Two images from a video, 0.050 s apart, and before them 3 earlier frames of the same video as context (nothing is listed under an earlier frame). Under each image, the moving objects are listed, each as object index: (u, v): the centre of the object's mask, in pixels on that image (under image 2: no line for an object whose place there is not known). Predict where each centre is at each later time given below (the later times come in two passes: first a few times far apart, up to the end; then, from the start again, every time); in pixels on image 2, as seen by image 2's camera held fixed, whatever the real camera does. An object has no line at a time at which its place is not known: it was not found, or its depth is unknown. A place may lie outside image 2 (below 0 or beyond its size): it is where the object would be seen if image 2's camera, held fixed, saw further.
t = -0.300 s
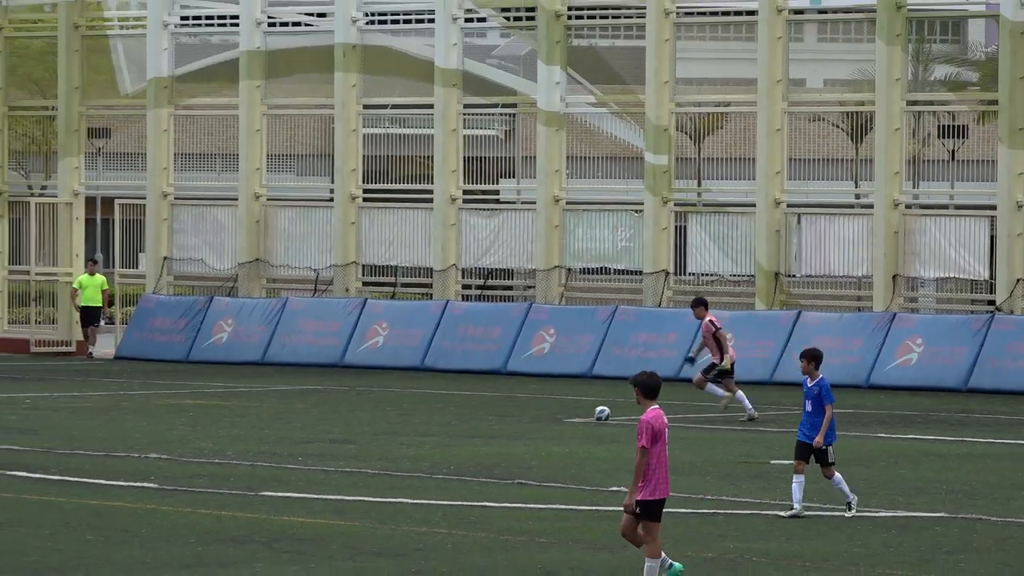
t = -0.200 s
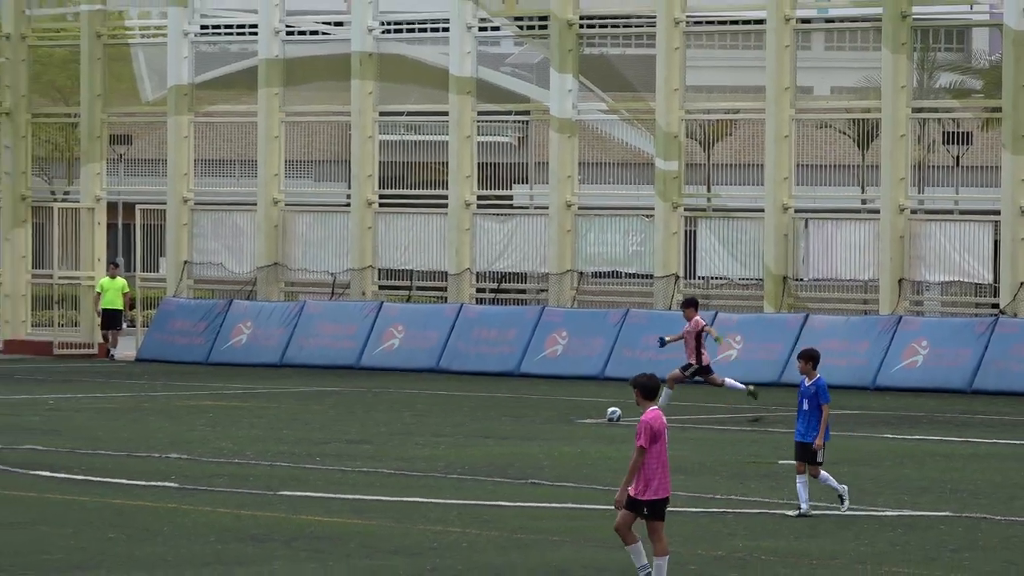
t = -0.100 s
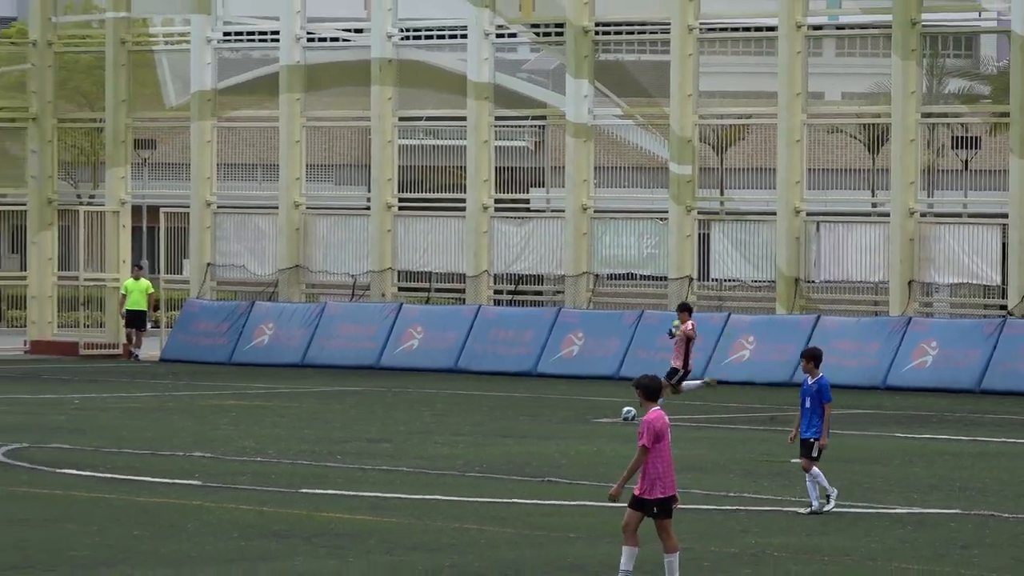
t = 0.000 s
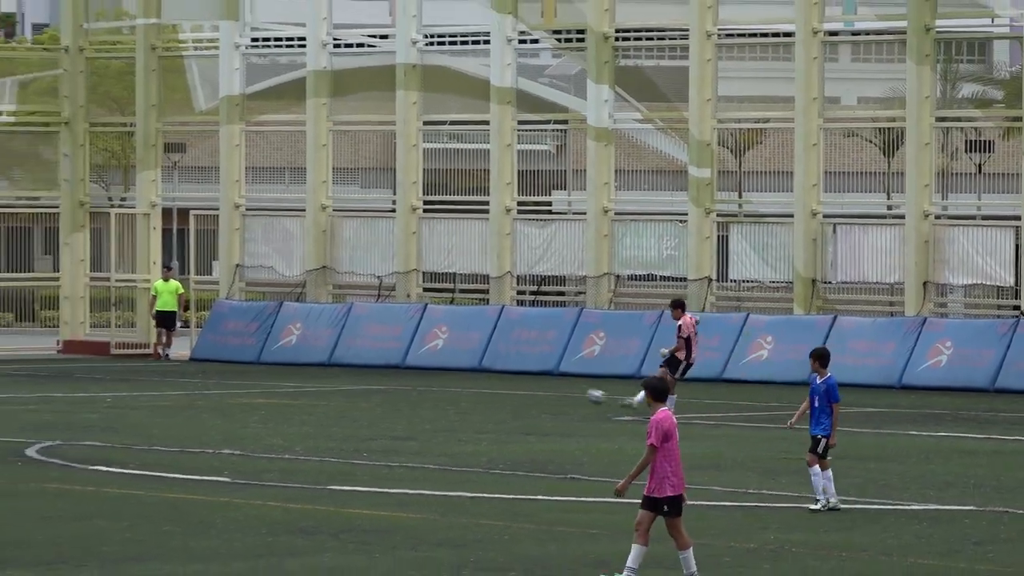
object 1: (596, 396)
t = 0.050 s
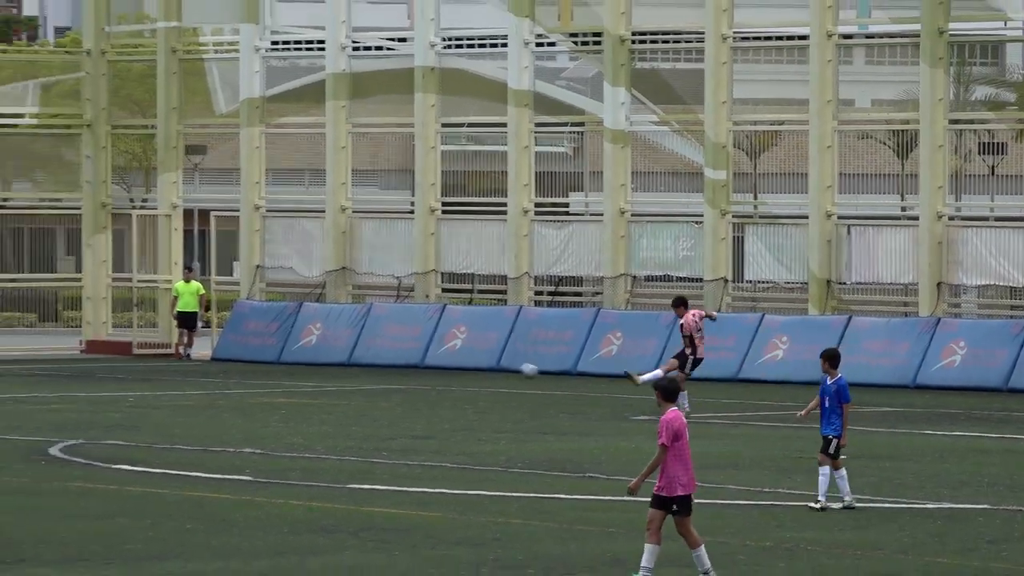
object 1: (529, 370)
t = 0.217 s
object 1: (253, 291)
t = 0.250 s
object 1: (198, 272)
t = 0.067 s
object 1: (502, 363)
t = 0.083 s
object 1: (472, 356)
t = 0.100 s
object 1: (444, 348)
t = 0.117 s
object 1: (416, 339)
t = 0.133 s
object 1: (389, 331)
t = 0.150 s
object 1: (362, 323)
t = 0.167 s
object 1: (335, 315)
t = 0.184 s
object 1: (307, 306)
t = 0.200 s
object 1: (280, 298)
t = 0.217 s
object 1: (253, 291)
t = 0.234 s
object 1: (224, 282)
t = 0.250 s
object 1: (198, 272)
